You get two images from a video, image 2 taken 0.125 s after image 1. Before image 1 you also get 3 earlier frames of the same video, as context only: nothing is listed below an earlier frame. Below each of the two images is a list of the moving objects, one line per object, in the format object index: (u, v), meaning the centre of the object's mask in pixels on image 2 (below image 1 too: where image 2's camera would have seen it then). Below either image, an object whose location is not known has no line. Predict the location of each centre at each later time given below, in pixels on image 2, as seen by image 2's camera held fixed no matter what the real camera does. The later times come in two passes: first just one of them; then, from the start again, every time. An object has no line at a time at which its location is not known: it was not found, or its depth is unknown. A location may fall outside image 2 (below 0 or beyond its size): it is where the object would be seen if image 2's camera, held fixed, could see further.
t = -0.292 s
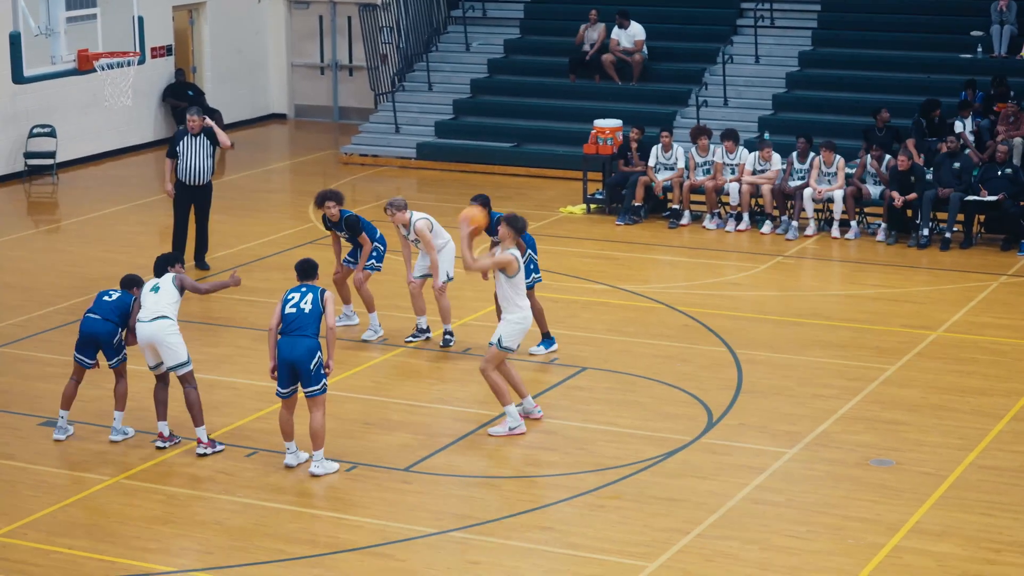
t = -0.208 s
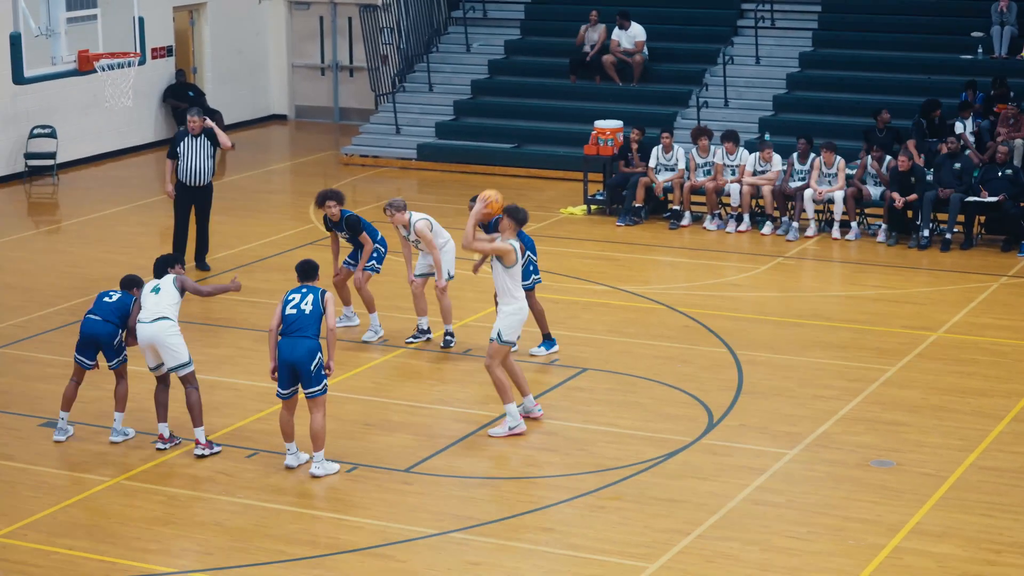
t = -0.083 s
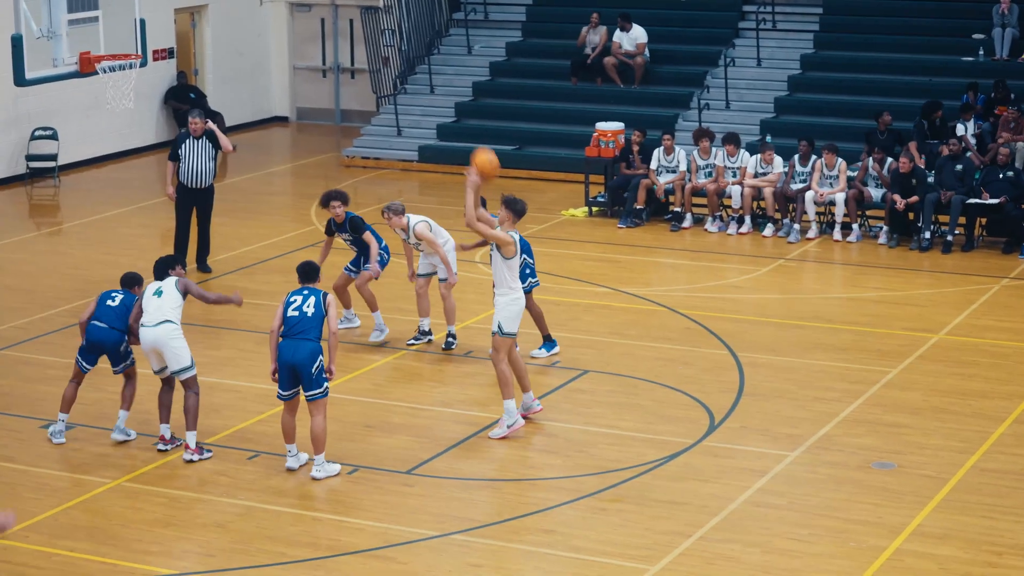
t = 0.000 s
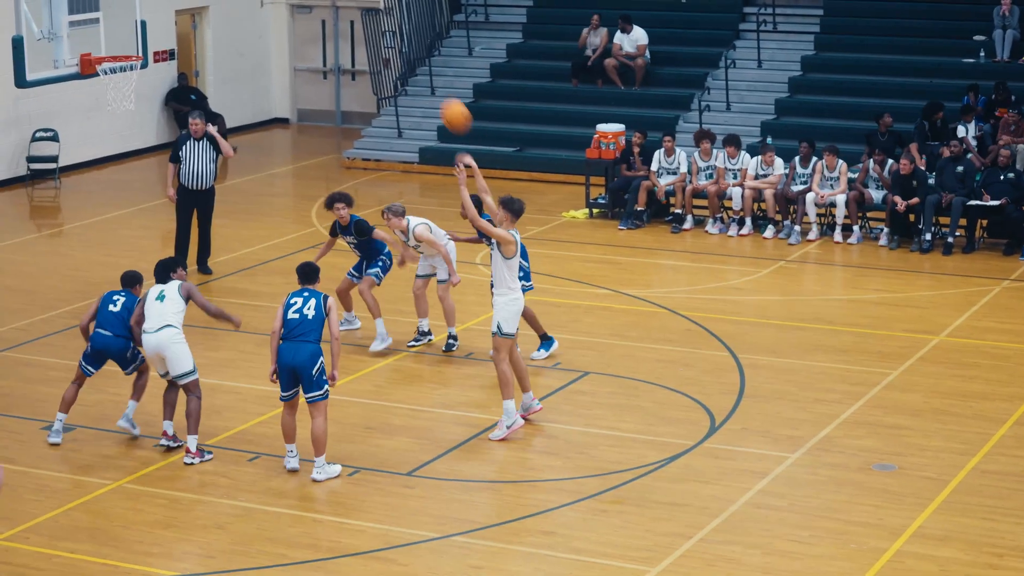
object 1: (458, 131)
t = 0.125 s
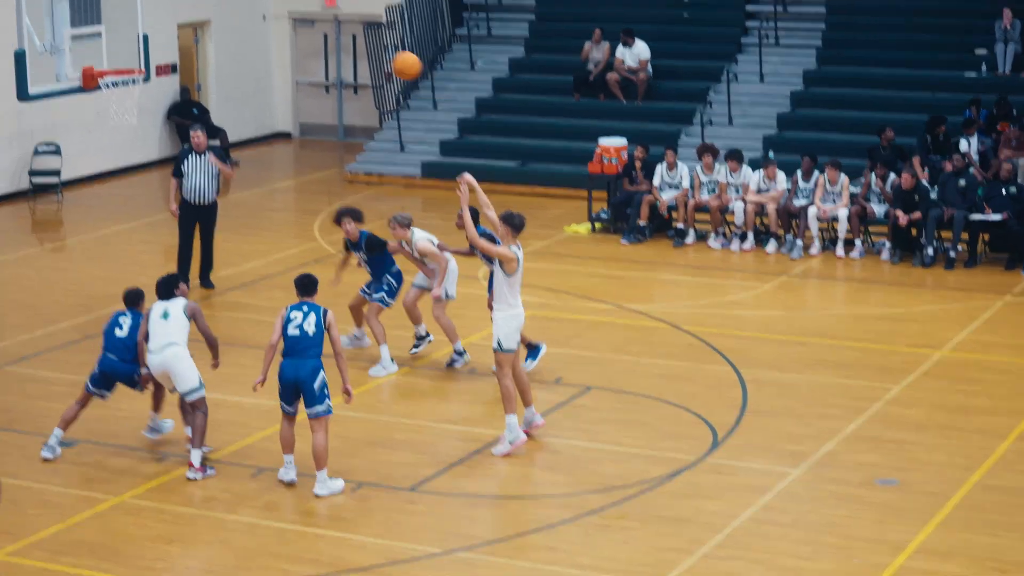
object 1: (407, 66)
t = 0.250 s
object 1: (356, 19)
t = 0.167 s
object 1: (389, 48)
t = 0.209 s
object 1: (373, 33)
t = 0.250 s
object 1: (356, 19)
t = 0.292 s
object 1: (340, 8)
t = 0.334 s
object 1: (325, -1)
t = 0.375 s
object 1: (310, -8)
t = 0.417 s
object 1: (295, -13)
